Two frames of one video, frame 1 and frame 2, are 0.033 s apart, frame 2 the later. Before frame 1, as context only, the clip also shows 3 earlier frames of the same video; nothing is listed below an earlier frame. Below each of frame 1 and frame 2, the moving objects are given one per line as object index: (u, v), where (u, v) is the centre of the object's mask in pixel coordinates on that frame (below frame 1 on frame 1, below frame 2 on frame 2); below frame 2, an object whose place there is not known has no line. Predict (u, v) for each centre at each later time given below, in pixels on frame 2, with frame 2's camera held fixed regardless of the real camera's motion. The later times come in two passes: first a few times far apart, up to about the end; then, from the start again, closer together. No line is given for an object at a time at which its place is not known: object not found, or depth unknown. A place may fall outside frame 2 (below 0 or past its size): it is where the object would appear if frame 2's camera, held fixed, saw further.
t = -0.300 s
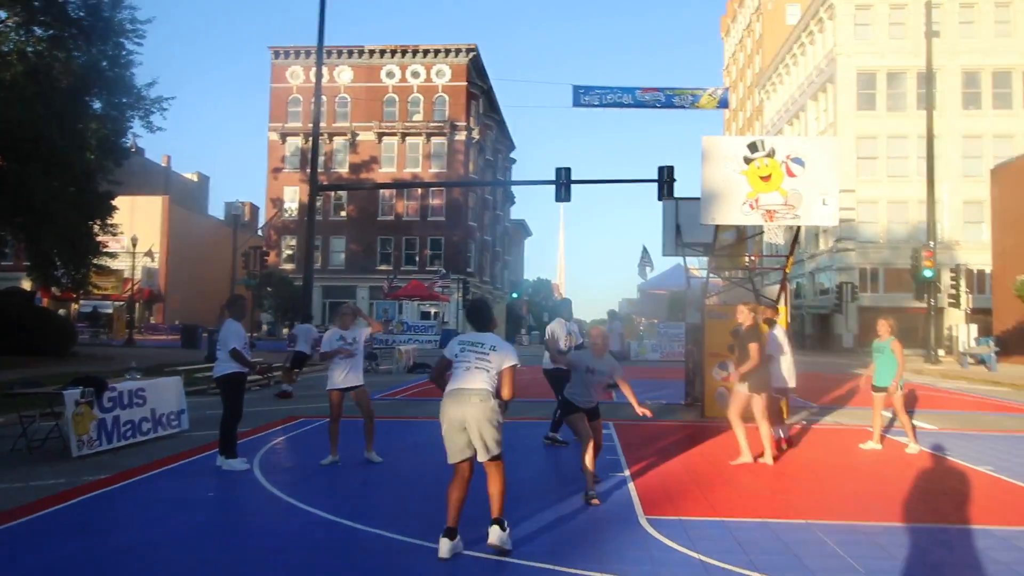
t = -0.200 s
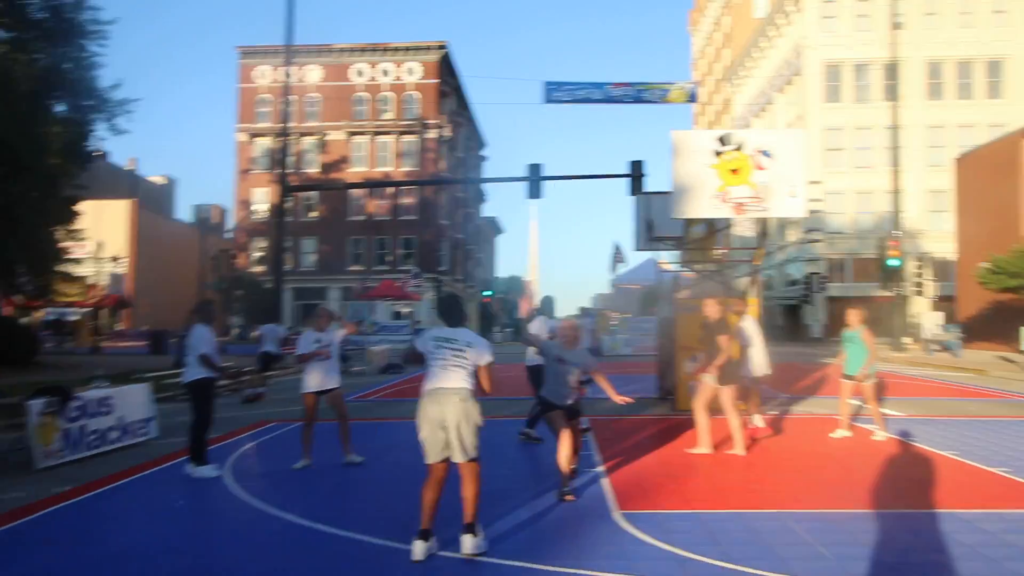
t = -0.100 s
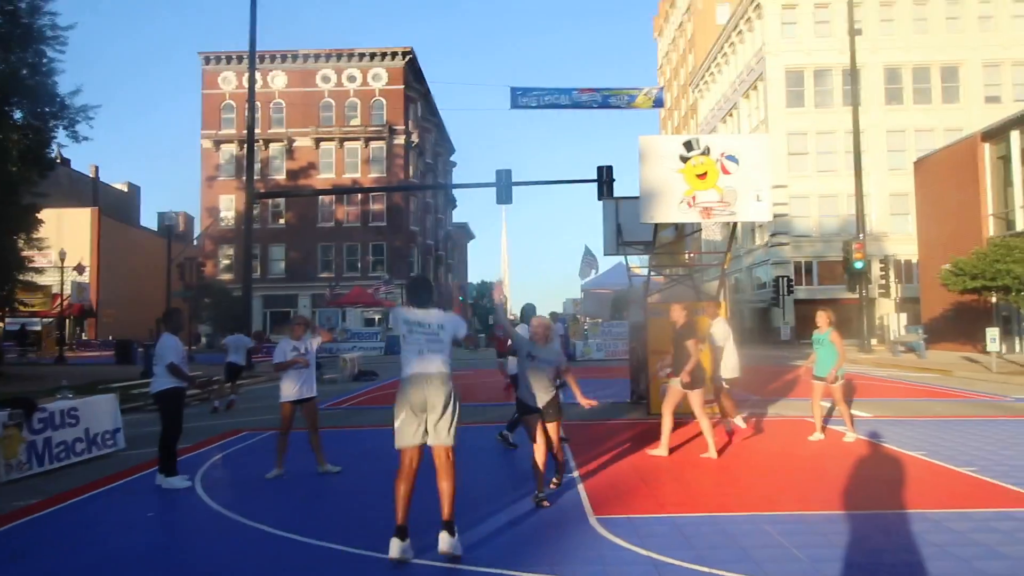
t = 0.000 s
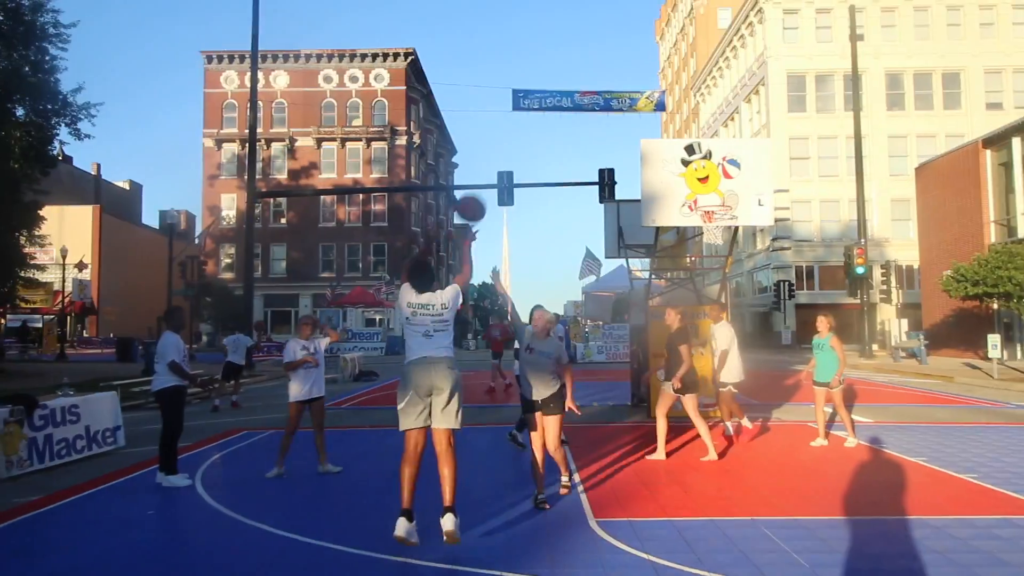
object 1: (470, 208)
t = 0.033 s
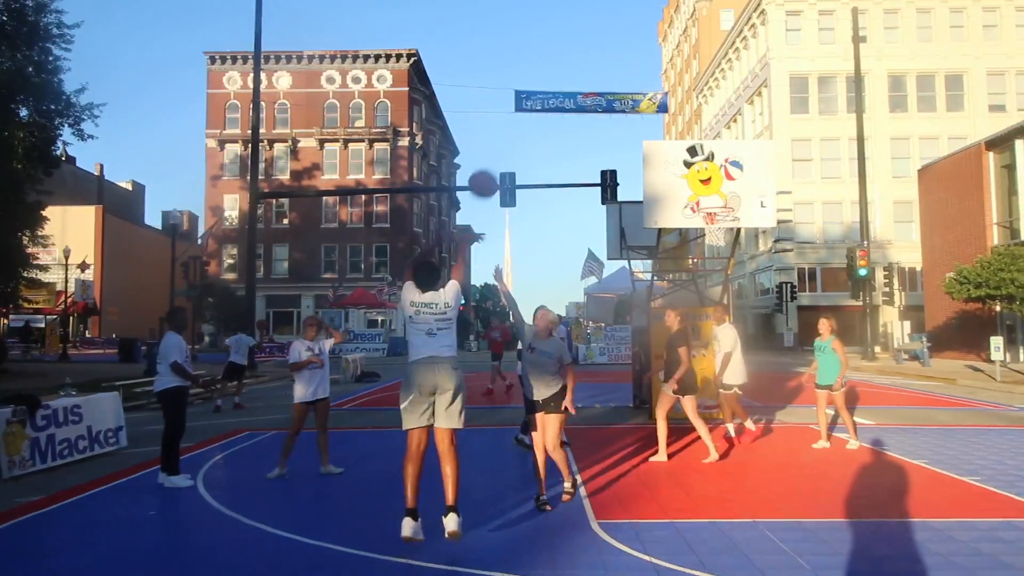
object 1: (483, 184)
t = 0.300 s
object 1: (556, 49)
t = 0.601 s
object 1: (618, 11)
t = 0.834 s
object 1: (659, 36)
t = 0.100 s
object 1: (503, 139)
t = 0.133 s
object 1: (512, 119)
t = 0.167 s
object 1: (521, 101)
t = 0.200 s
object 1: (530, 86)
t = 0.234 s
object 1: (539, 72)
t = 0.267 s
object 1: (548, 60)
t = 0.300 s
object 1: (556, 49)
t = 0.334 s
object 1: (564, 40)
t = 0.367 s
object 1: (572, 32)
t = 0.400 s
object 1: (579, 26)
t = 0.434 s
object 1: (585, 21)
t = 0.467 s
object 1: (591, 16)
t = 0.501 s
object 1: (598, 13)
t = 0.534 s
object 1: (605, 12)
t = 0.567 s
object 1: (612, 11)
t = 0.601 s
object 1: (618, 11)
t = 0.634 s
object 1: (624, 12)
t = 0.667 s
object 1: (631, 14)
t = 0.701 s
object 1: (636, 17)
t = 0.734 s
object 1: (642, 20)
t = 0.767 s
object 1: (648, 25)
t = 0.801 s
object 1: (653, 30)
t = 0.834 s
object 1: (659, 36)
